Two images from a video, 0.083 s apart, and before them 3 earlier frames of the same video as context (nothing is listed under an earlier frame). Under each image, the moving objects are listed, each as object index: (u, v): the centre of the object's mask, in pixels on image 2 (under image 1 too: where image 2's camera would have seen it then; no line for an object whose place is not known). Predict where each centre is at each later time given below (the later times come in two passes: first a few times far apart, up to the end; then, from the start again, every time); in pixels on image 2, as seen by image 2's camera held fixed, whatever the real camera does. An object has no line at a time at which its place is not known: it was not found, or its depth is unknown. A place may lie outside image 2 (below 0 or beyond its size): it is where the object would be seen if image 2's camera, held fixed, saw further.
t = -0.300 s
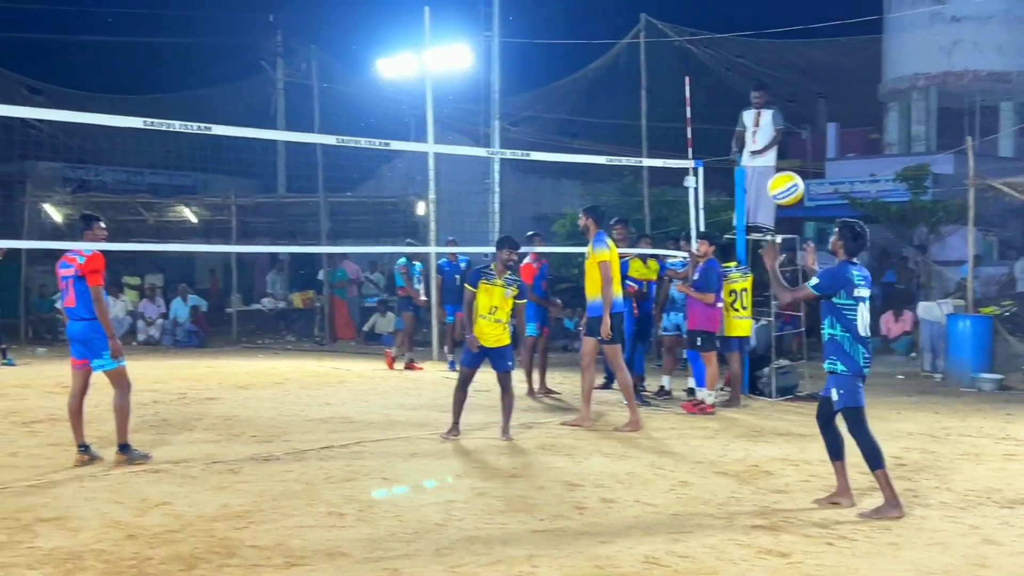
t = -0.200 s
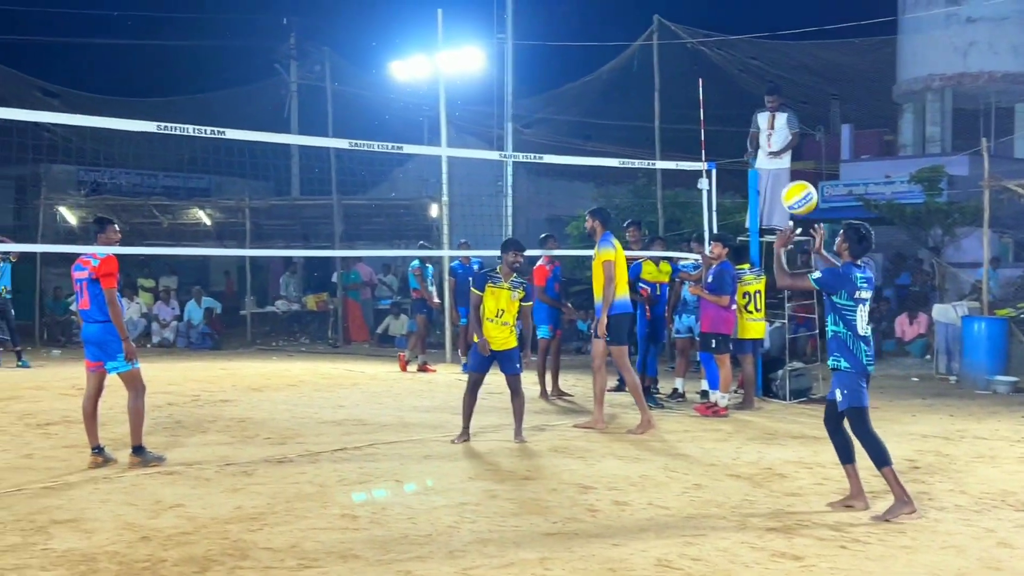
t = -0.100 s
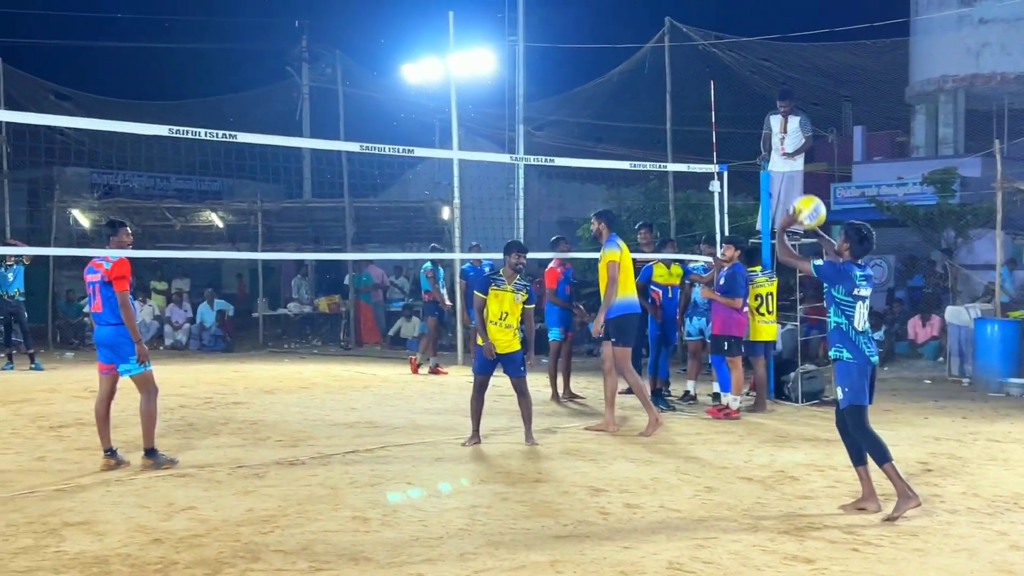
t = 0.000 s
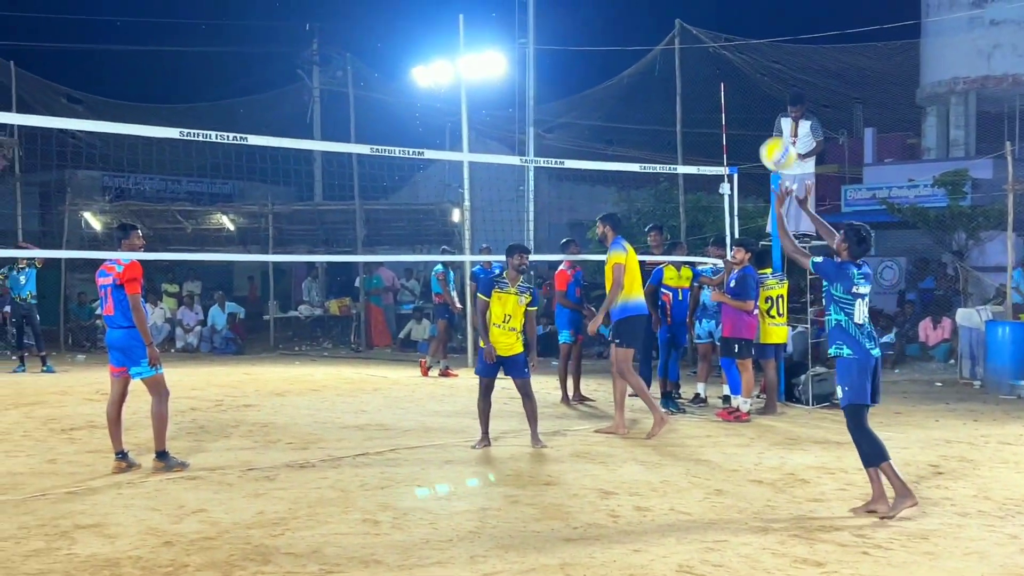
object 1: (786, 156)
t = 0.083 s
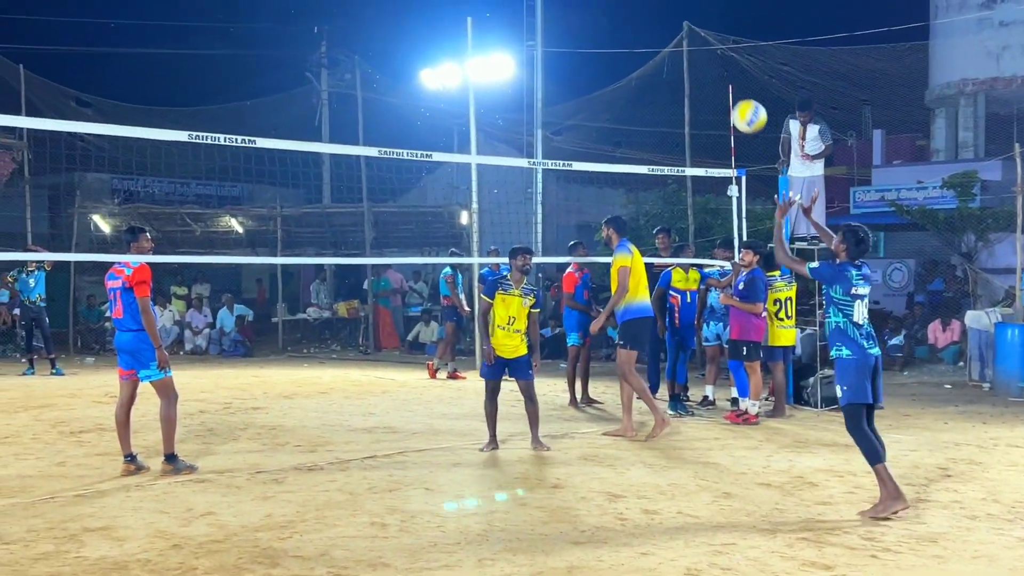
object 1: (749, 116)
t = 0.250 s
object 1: (680, 71)
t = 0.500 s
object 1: (588, 82)
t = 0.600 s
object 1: (555, 108)
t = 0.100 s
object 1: (742, 110)
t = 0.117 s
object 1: (734, 103)
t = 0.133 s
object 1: (727, 98)
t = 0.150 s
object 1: (720, 93)
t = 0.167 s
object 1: (713, 88)
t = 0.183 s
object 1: (706, 84)
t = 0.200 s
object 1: (700, 80)
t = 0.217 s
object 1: (693, 77)
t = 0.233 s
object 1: (686, 74)
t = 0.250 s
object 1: (680, 71)
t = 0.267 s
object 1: (673, 69)
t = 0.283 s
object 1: (666, 68)
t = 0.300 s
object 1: (660, 67)
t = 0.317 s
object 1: (654, 66)
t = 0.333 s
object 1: (647, 66)
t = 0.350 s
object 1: (641, 66)
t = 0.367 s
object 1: (635, 66)
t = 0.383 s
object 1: (629, 67)
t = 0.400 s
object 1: (623, 68)
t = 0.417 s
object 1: (617, 69)
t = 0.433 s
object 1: (611, 71)
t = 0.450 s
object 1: (605, 73)
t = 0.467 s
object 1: (599, 76)
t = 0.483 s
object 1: (593, 79)
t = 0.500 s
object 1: (588, 82)
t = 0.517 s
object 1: (582, 85)
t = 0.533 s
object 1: (577, 89)
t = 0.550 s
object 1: (571, 94)
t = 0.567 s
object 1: (565, 98)
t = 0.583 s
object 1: (560, 103)
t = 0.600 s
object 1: (555, 108)
